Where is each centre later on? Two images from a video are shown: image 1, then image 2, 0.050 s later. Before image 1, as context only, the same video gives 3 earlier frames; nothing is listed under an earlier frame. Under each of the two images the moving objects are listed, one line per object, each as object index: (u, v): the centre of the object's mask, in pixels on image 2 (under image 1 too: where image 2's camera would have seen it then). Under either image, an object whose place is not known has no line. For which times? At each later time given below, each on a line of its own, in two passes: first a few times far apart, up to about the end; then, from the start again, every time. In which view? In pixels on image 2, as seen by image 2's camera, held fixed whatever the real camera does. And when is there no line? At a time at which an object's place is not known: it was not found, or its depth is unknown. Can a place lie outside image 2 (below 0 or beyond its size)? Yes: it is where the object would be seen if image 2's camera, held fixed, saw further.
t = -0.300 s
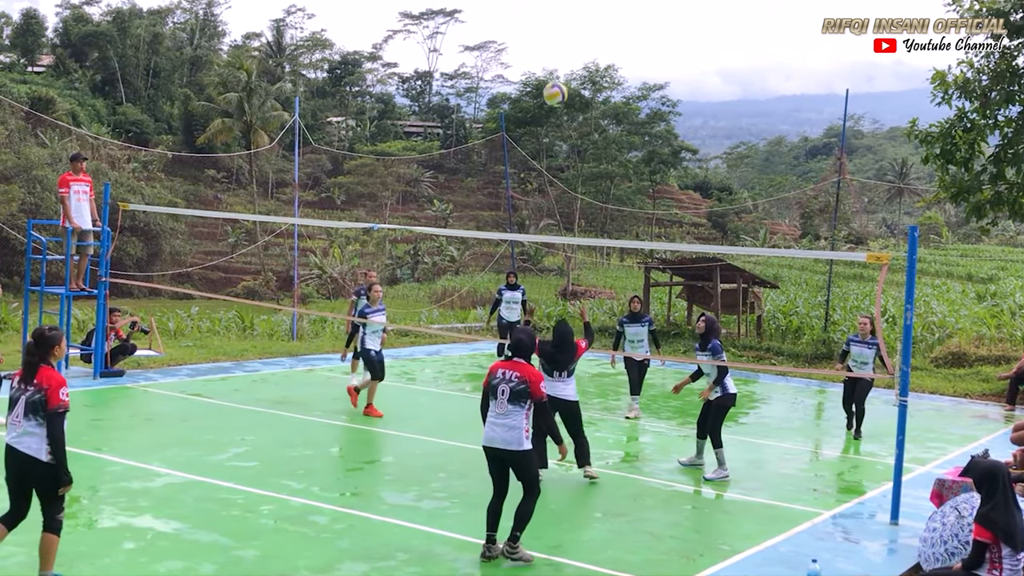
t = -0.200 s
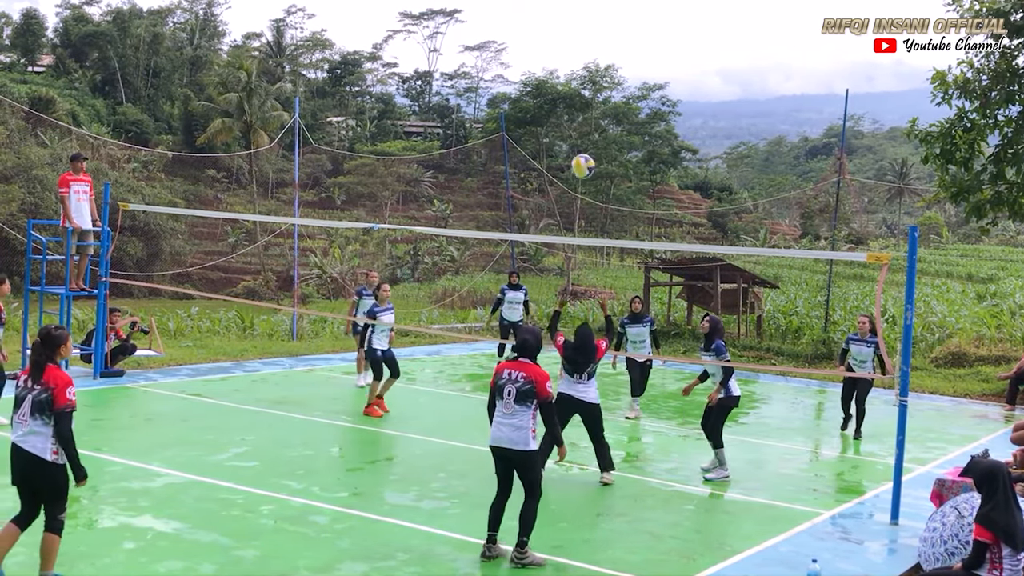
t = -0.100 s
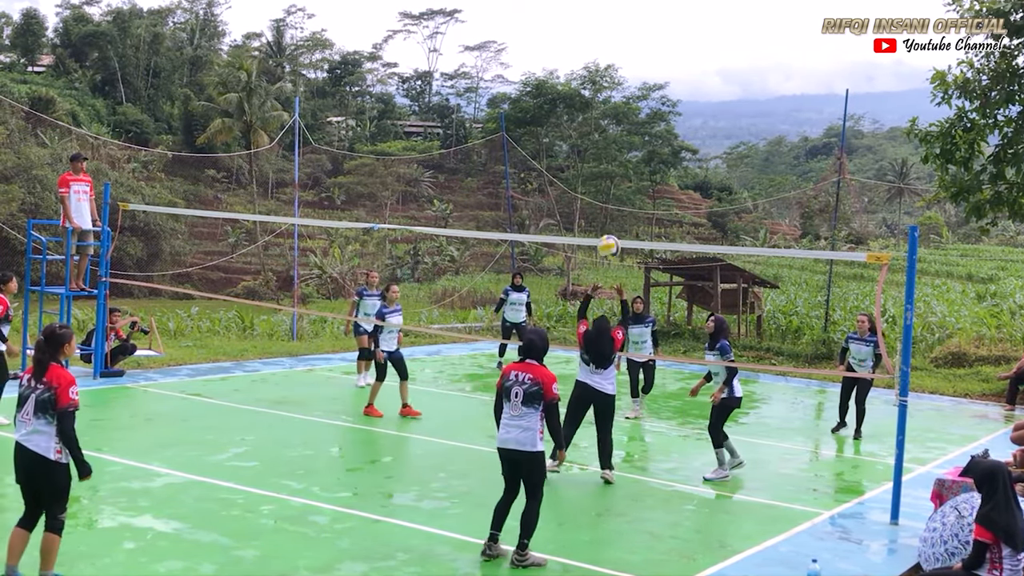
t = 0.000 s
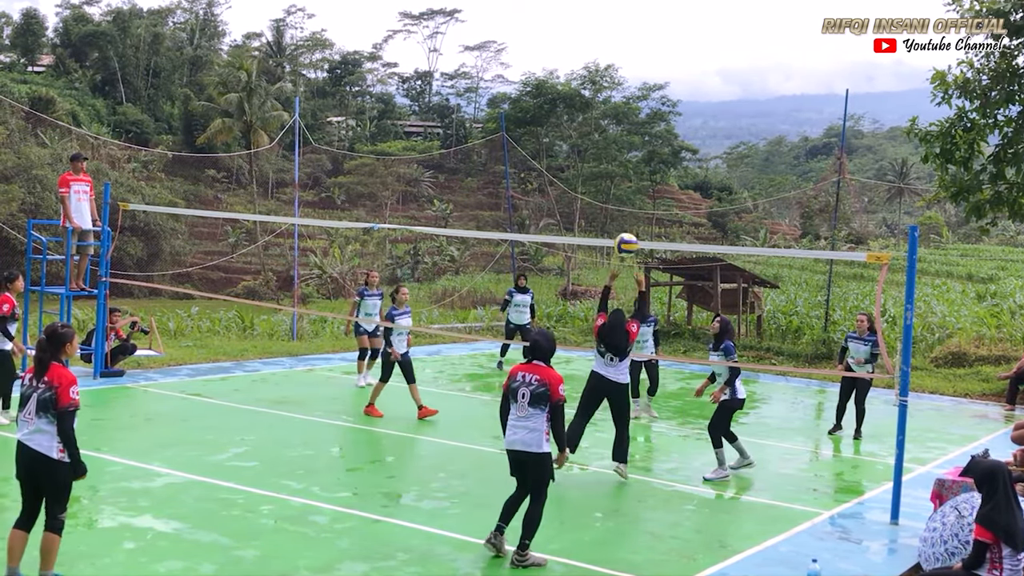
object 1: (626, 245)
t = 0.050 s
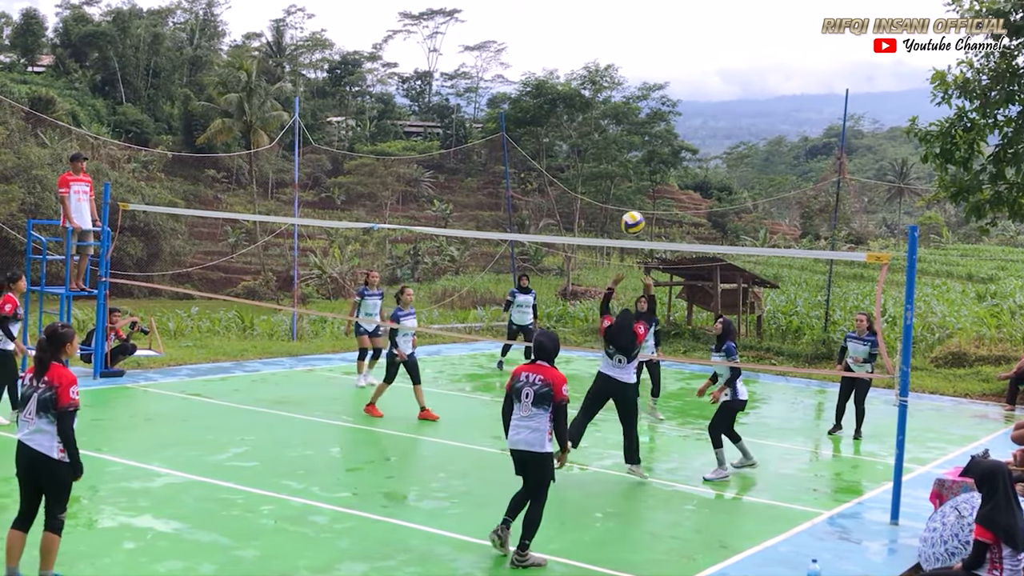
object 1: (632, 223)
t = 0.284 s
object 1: (662, 157)
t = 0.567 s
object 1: (690, 154)
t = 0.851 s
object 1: (712, 234)
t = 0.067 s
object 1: (634, 216)
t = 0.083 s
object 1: (637, 210)
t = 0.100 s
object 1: (639, 204)
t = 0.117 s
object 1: (641, 198)
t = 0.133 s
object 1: (643, 193)
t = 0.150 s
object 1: (645, 188)
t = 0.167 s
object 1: (648, 183)
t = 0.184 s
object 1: (650, 178)
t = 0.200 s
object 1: (652, 174)
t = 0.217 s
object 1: (654, 170)
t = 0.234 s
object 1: (656, 167)
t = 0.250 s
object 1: (658, 163)
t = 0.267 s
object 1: (660, 160)
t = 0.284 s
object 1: (662, 157)
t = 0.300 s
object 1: (664, 154)
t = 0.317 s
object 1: (666, 152)
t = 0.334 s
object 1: (668, 150)
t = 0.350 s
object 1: (669, 148)
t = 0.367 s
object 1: (671, 147)
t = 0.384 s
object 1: (672, 146)
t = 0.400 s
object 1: (674, 146)
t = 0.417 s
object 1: (676, 145)
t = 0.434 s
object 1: (678, 145)
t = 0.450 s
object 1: (679, 145)
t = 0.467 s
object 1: (681, 145)
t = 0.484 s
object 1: (683, 146)
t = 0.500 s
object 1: (685, 147)
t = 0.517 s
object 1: (685, 148)
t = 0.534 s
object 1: (687, 150)
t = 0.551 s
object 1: (689, 152)
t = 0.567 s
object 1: (690, 154)
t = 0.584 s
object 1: (692, 156)
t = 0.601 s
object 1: (692, 159)
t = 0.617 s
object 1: (695, 162)
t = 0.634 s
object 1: (696, 166)
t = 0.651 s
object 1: (697, 170)
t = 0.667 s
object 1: (698, 174)
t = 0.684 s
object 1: (700, 179)
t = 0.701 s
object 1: (702, 183)
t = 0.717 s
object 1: (703, 187)
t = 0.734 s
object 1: (704, 192)
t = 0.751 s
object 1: (706, 197)
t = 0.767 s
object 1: (707, 203)
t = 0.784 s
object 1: (708, 209)
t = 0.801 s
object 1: (709, 215)
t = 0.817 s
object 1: (710, 222)
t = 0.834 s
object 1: (711, 228)
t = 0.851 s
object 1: (712, 234)
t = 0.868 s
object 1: (713, 239)
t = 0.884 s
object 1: (713, 252)
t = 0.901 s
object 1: (714, 260)
